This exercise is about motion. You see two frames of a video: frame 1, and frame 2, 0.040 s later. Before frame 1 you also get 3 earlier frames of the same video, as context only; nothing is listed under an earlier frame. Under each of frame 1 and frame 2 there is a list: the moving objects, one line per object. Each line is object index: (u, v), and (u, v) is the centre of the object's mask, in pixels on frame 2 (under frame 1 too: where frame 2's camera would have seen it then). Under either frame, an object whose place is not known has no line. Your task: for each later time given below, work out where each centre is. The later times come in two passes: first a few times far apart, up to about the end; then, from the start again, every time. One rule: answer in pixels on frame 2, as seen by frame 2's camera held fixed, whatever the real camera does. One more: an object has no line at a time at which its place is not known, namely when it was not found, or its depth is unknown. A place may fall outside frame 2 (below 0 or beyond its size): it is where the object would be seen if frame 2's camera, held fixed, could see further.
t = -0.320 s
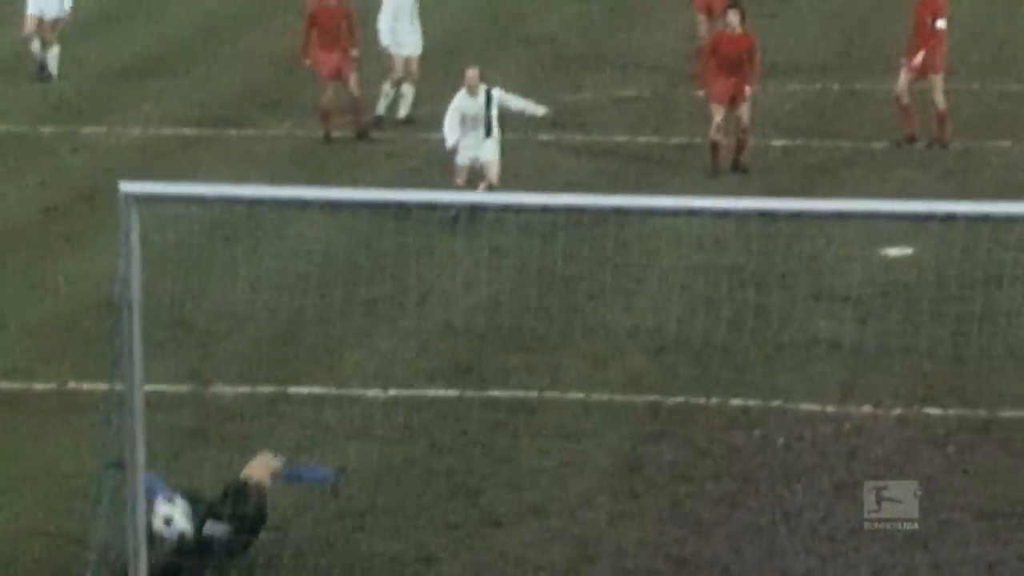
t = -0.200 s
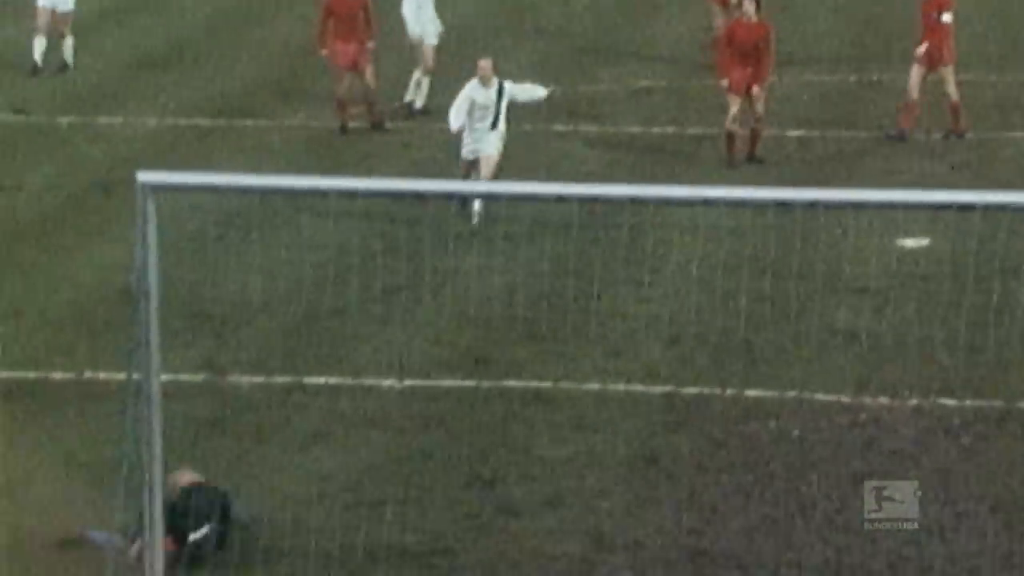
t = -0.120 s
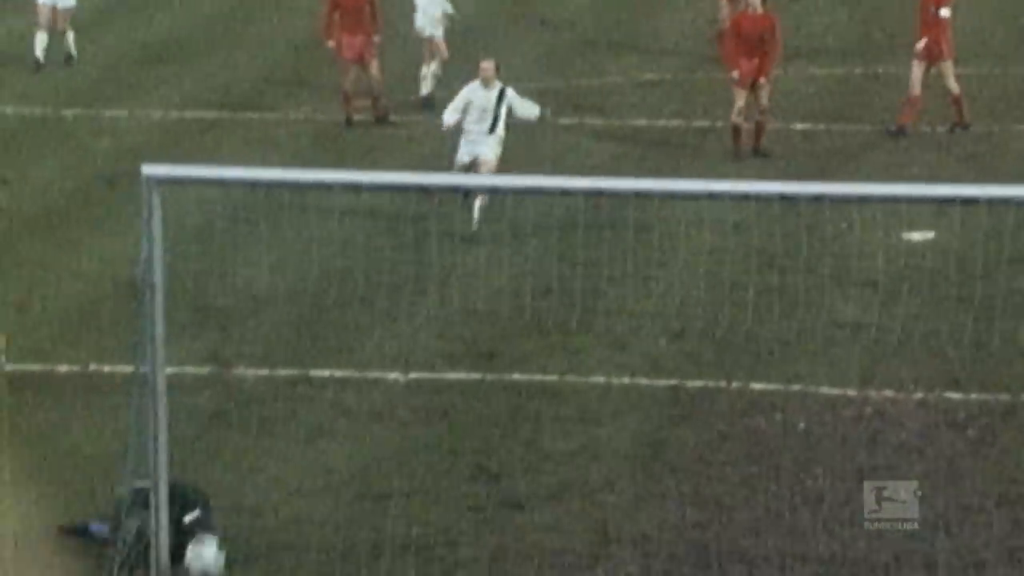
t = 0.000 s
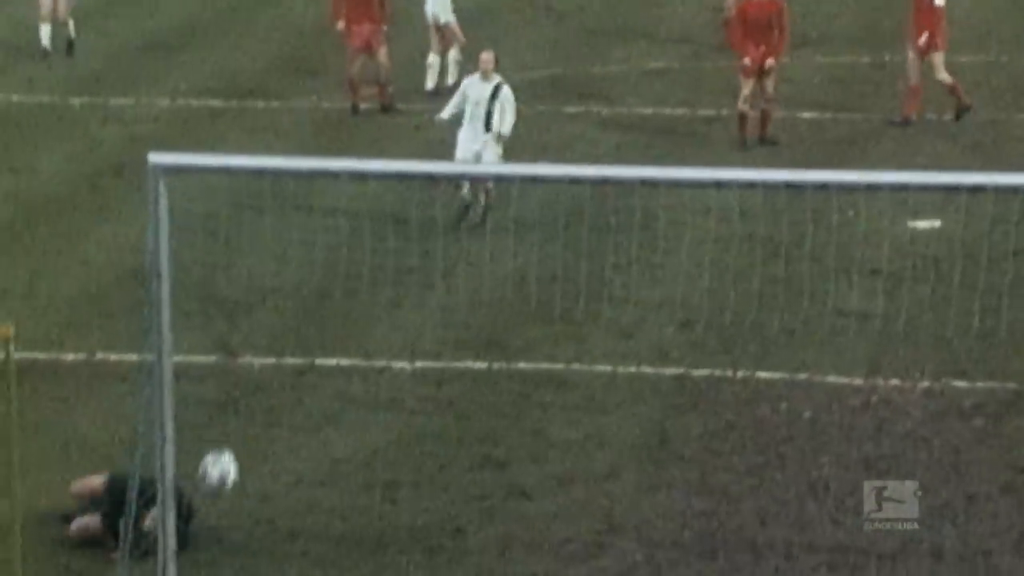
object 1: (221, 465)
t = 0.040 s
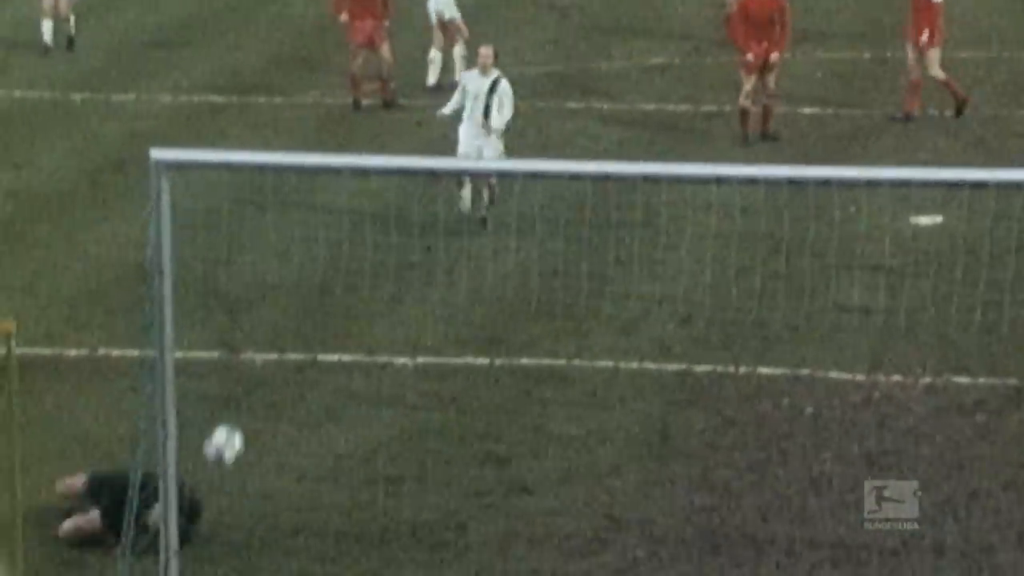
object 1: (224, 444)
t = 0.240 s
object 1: (238, 392)
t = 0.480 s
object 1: (255, 414)
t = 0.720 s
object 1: (273, 480)
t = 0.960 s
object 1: (282, 427)
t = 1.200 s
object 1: (293, 453)
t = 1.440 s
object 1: (304, 429)
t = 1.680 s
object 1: (314, 416)
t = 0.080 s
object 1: (227, 428)
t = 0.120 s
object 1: (228, 416)
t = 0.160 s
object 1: (233, 406)
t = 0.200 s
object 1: (235, 397)
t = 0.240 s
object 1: (238, 392)
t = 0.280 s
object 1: (241, 390)
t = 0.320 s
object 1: (243, 390)
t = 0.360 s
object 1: (247, 392)
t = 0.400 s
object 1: (248, 395)
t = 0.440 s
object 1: (252, 403)
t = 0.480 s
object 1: (255, 414)
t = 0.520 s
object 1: (258, 427)
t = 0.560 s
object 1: (262, 442)
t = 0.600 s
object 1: (263, 457)
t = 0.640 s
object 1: (266, 476)
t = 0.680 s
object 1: (269, 499)
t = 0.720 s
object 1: (273, 480)
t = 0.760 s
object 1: (272, 471)
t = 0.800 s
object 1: (275, 458)
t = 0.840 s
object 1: (276, 446)
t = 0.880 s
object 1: (278, 438)
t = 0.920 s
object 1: (280, 431)
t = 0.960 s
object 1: (282, 427)
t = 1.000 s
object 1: (284, 426)
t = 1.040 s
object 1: (284, 426)
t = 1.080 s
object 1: (287, 429)
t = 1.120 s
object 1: (289, 435)
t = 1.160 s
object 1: (291, 443)
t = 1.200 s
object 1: (293, 453)
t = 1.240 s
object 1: (294, 447)
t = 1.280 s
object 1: (296, 438)
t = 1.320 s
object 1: (298, 432)
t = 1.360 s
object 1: (299, 428)
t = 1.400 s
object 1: (301, 428)
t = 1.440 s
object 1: (304, 429)
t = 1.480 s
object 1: (306, 431)
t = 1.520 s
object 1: (308, 426)
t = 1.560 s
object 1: (309, 422)
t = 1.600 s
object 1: (311, 418)
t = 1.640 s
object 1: (312, 419)
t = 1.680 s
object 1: (314, 416)
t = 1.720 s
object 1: (315, 412)
